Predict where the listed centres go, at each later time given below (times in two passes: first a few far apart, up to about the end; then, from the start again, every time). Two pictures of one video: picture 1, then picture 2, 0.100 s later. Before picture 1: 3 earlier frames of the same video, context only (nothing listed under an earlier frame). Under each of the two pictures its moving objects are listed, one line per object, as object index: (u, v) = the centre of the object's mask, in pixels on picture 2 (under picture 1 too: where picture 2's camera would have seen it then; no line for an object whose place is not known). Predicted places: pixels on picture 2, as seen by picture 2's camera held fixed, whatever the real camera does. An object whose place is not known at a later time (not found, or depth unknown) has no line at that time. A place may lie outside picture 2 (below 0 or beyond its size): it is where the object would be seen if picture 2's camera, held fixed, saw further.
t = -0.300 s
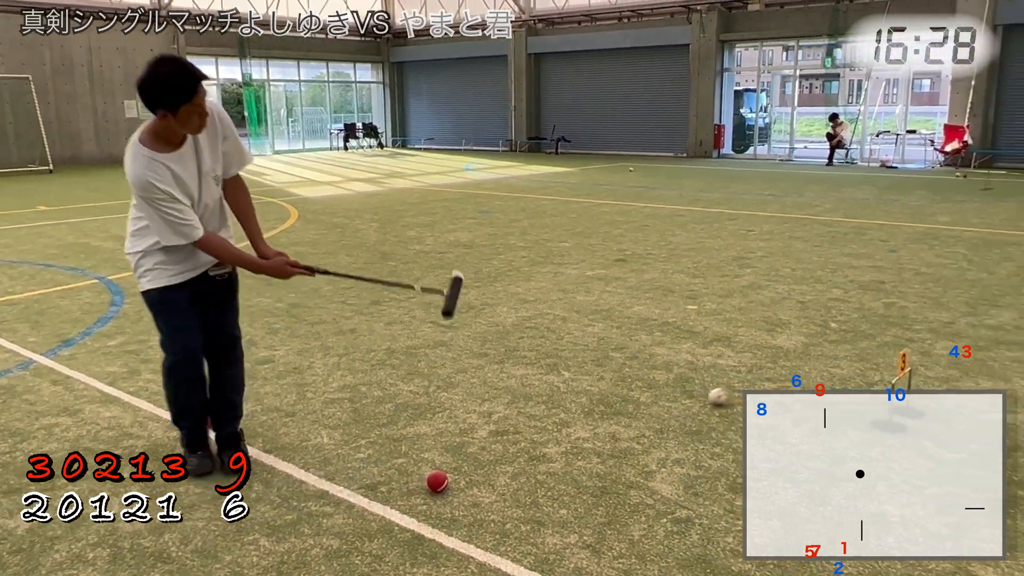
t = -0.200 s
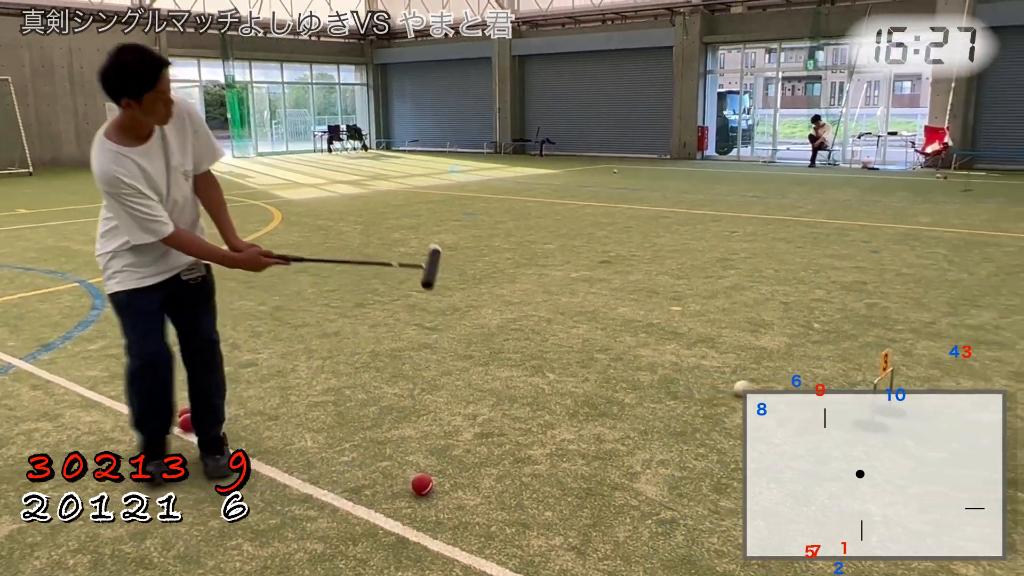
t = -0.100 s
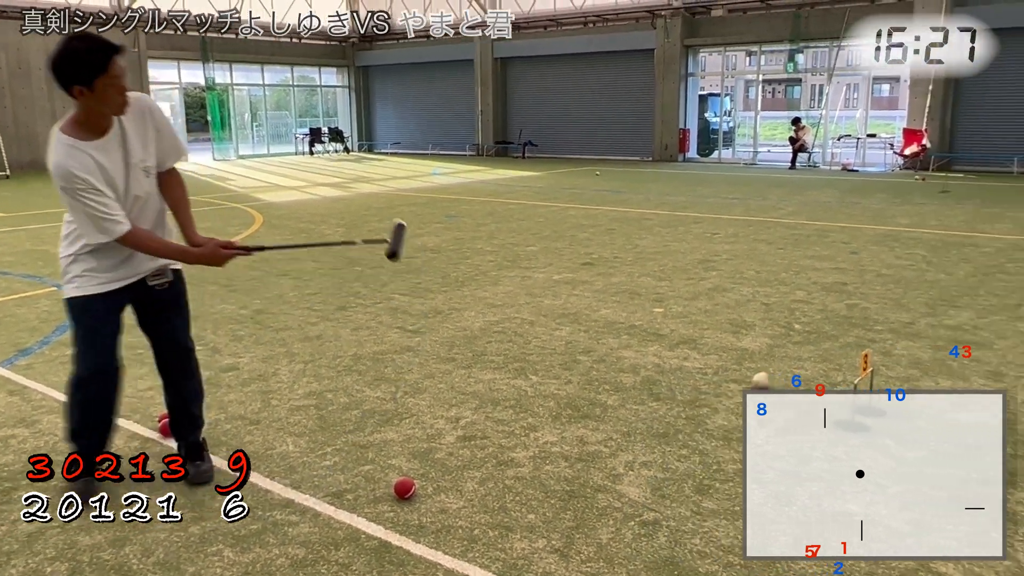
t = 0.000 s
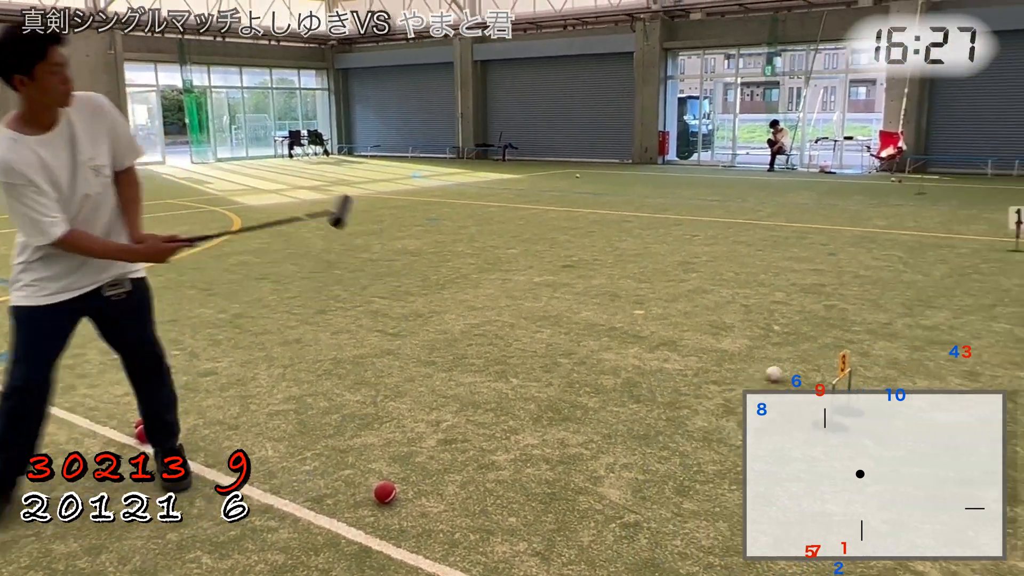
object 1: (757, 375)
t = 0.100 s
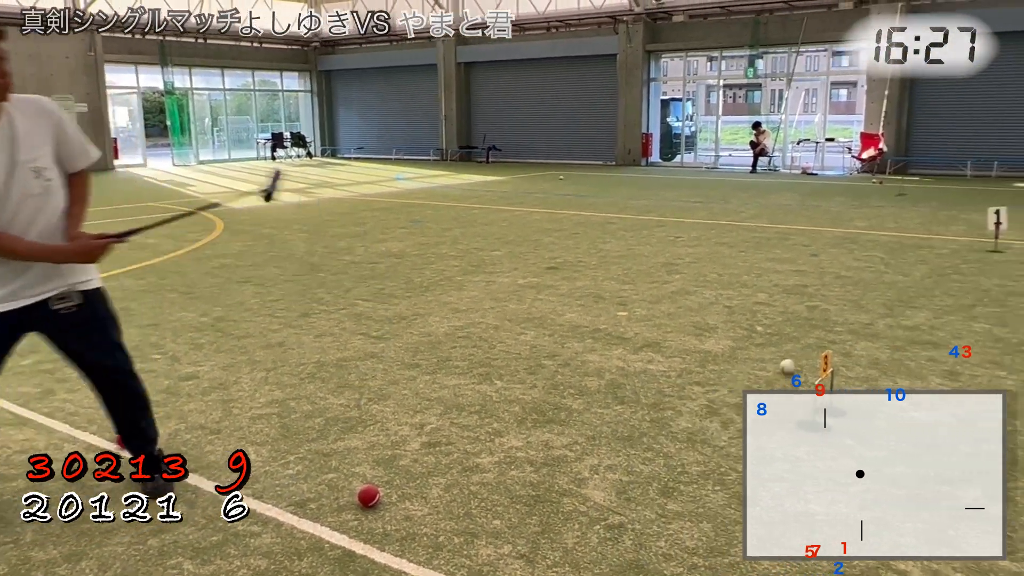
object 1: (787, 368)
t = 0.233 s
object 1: (823, 355)
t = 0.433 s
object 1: (872, 345)
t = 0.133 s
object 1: (797, 365)
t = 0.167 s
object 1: (806, 362)
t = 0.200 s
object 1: (815, 360)
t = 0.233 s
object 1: (823, 355)
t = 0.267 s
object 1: (833, 355)
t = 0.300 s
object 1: (841, 353)
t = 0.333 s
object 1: (849, 351)
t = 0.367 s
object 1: (856, 349)
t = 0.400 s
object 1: (864, 347)
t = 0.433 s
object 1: (872, 345)
